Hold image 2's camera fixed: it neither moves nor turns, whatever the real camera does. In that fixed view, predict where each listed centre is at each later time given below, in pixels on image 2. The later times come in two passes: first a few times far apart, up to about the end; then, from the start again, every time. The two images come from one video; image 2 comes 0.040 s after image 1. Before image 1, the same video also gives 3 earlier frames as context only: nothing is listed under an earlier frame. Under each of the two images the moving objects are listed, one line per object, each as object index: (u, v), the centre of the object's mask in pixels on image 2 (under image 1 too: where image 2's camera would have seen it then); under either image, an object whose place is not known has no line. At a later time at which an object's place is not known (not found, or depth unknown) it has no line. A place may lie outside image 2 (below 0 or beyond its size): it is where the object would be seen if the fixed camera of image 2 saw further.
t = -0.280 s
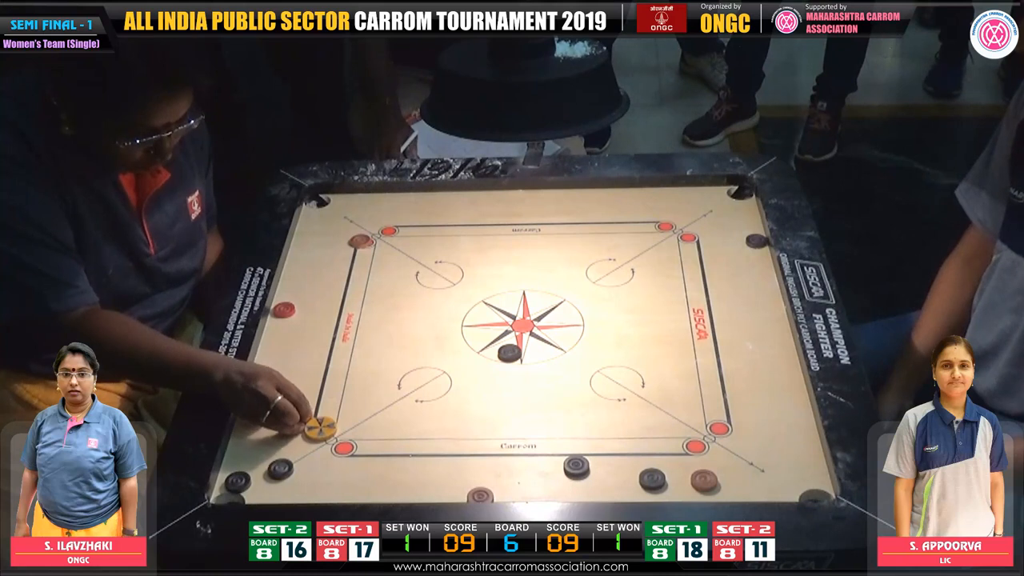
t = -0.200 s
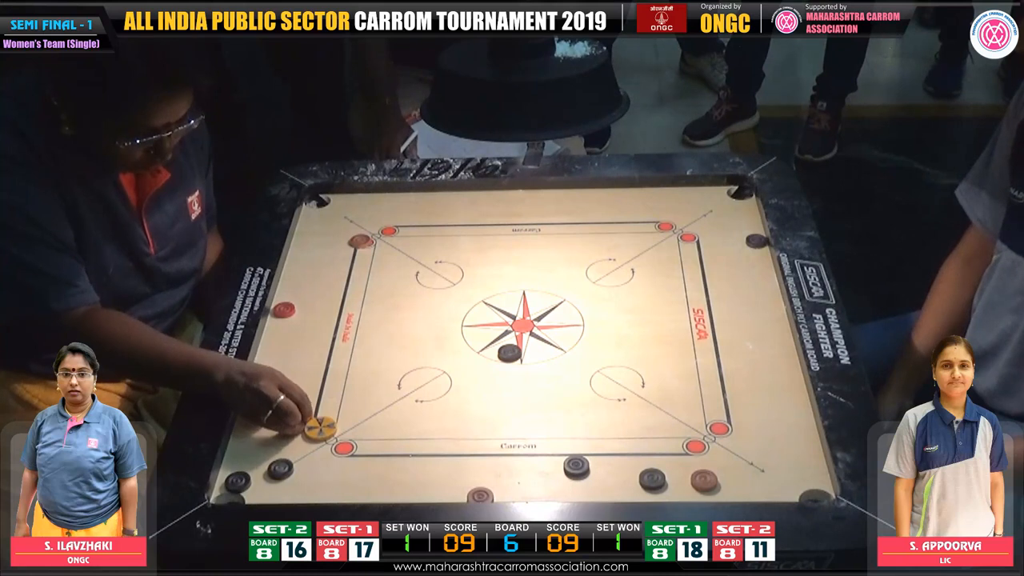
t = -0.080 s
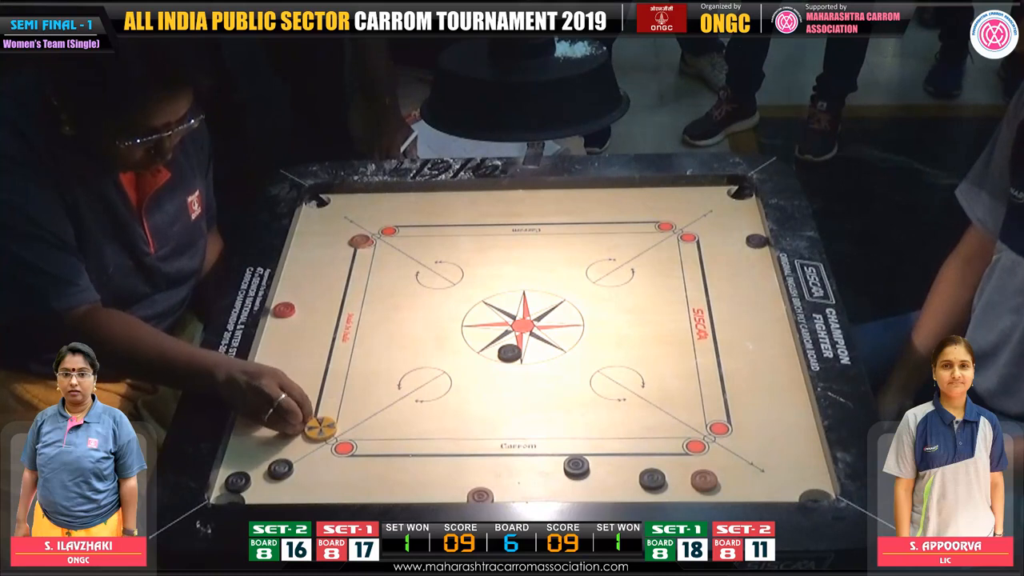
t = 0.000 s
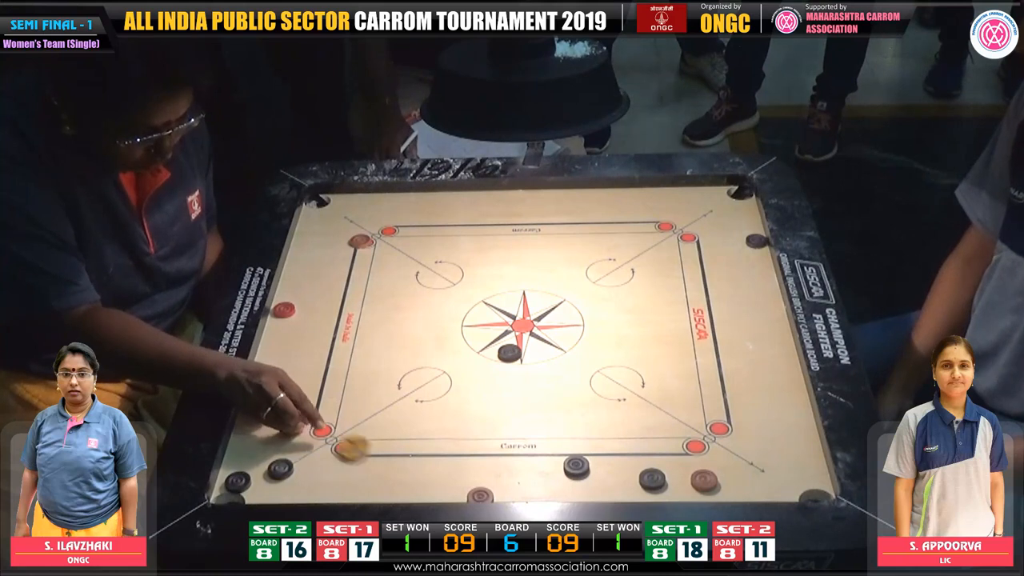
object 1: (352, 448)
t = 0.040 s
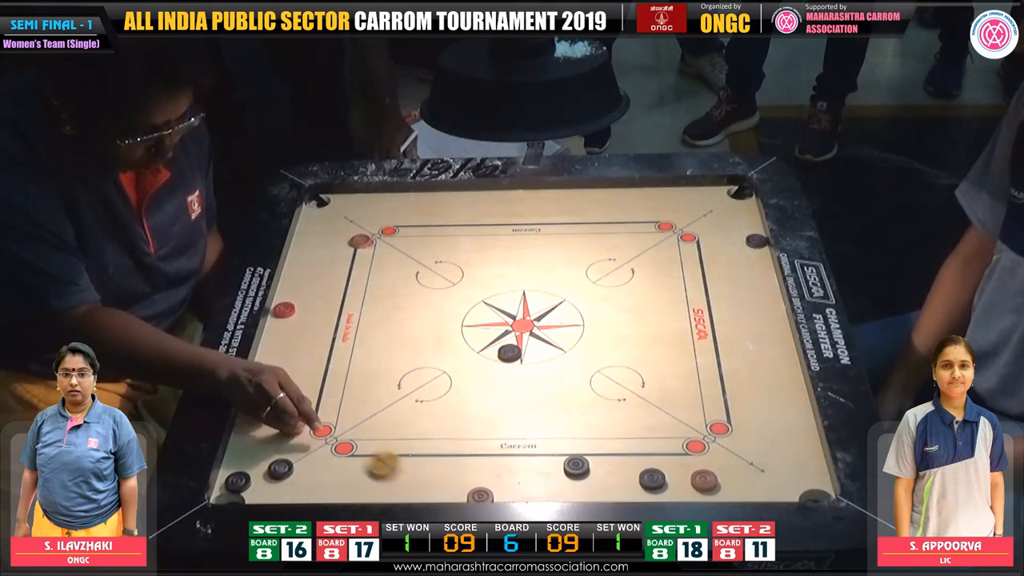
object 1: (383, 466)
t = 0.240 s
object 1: (481, 469)
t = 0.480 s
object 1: (524, 415)
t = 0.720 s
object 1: (542, 390)
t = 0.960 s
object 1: (544, 385)
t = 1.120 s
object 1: (544, 386)
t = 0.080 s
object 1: (413, 482)
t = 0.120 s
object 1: (443, 493)
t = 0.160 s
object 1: (459, 491)
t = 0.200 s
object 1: (471, 481)
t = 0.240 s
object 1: (481, 469)
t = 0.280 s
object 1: (490, 458)
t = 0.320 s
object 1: (499, 447)
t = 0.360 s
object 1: (507, 438)
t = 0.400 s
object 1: (513, 430)
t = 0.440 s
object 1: (519, 422)
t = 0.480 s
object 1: (524, 415)
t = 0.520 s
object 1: (529, 409)
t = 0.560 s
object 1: (533, 404)
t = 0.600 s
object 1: (536, 399)
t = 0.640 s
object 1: (539, 396)
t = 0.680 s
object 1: (541, 392)
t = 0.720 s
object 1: (542, 390)
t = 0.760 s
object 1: (543, 388)
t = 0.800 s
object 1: (544, 386)
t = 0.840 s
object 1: (544, 386)
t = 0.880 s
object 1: (544, 385)
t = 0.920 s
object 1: (544, 385)
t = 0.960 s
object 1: (544, 385)
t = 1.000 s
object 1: (544, 386)
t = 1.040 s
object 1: (544, 386)
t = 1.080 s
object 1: (544, 386)
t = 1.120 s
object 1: (544, 386)
